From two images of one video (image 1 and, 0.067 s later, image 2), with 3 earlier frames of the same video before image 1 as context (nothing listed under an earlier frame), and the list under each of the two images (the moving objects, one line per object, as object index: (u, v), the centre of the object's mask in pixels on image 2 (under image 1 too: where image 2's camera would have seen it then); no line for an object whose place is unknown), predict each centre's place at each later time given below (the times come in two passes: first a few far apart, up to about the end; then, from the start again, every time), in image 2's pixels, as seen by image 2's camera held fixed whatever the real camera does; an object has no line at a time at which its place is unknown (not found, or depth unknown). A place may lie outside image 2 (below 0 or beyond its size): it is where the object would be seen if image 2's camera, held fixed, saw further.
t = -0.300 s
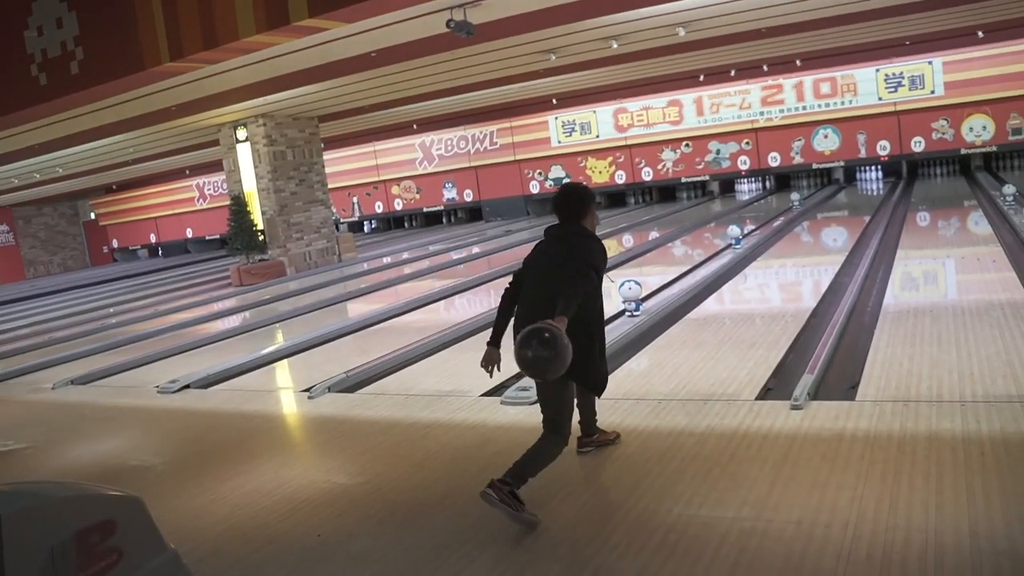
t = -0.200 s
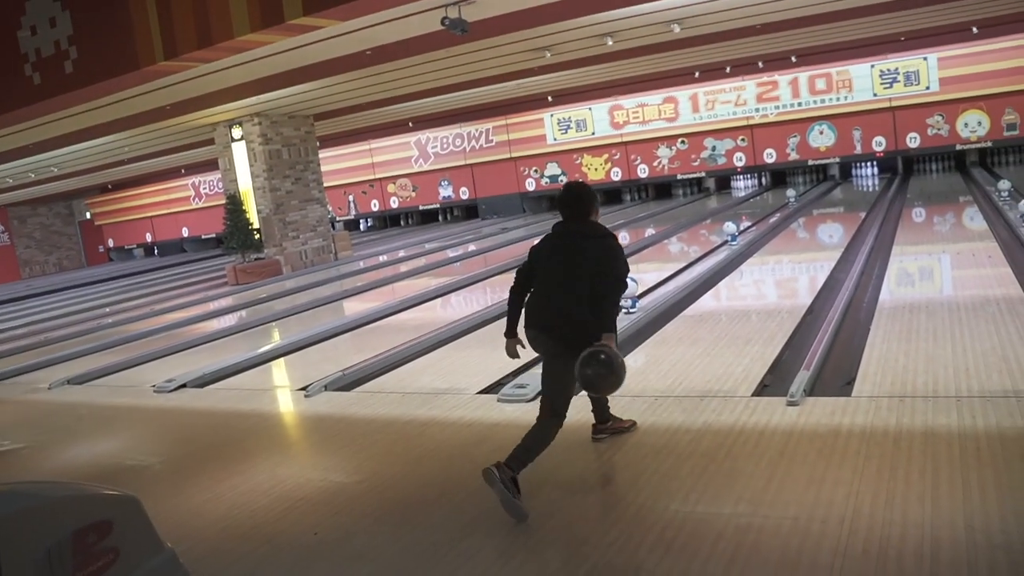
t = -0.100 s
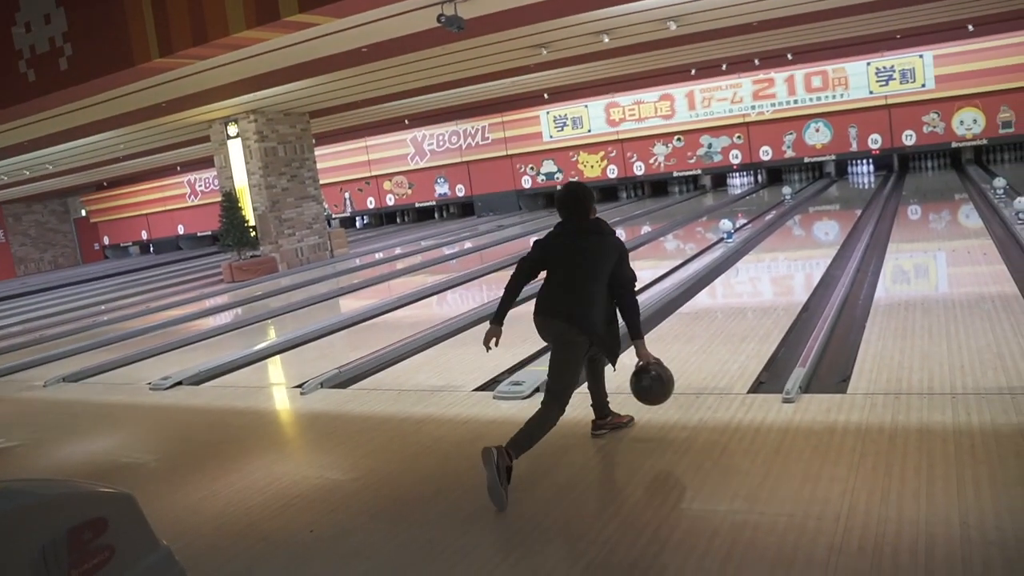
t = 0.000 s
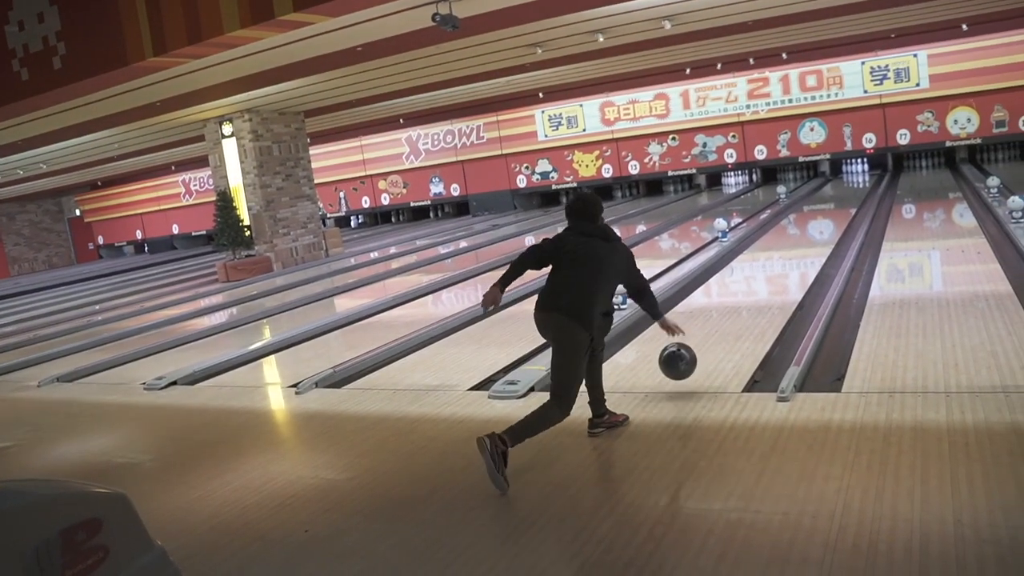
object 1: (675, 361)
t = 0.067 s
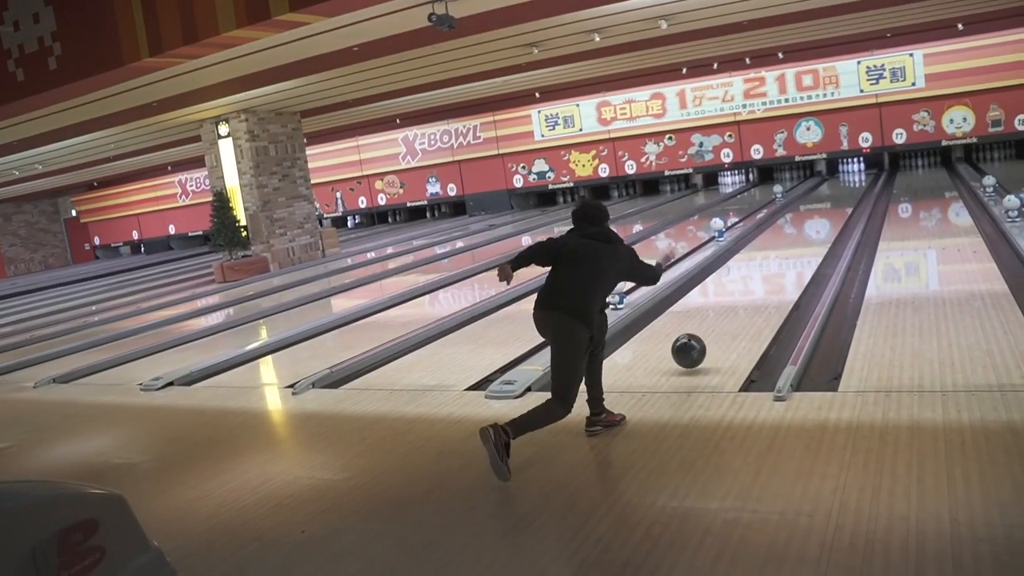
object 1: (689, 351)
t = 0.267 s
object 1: (717, 309)
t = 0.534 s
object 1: (742, 271)
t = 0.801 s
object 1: (760, 246)
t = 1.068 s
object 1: (771, 230)
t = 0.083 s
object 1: (692, 350)
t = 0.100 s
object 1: (695, 346)
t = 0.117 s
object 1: (697, 341)
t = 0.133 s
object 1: (700, 337)
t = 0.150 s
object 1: (702, 333)
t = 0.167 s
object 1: (704, 330)
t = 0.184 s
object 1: (707, 326)
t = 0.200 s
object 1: (709, 323)
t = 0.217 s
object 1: (711, 319)
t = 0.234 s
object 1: (713, 316)
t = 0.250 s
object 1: (715, 312)
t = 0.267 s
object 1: (717, 309)
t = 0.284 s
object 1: (719, 306)
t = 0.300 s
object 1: (721, 303)
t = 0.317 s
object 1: (723, 300)
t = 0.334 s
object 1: (724, 298)
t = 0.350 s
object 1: (726, 295)
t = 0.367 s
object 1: (727, 293)
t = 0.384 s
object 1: (729, 290)
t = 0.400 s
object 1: (730, 288)
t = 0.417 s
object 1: (732, 285)
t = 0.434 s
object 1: (734, 283)
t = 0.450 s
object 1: (735, 281)
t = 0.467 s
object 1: (737, 279)
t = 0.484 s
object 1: (738, 277)
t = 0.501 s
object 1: (739, 275)
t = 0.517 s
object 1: (740, 273)
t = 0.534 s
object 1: (742, 271)
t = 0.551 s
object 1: (743, 269)
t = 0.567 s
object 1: (745, 267)
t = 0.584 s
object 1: (746, 265)
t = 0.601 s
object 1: (747, 264)
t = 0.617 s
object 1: (748, 262)
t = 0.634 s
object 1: (750, 261)
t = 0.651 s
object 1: (751, 259)
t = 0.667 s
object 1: (752, 258)
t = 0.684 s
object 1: (753, 256)
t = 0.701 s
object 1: (754, 255)
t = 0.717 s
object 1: (755, 253)
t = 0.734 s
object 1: (756, 252)
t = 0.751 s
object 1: (757, 250)
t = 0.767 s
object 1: (758, 249)
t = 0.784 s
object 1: (759, 248)
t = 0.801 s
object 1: (760, 246)
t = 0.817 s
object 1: (761, 245)
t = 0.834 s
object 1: (762, 244)
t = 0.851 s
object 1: (763, 242)
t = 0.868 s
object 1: (764, 241)
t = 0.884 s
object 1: (765, 240)
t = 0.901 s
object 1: (765, 239)
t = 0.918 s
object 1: (766, 238)
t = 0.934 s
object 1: (767, 237)
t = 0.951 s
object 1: (768, 236)
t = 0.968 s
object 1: (768, 235)
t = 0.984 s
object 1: (769, 234)
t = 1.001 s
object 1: (770, 234)
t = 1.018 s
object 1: (770, 233)
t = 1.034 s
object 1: (770, 232)
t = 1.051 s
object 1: (771, 231)
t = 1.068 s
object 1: (771, 230)
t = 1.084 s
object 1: (772, 230)
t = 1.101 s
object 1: (773, 229)
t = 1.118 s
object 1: (773, 228)
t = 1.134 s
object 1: (773, 227)
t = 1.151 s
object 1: (774, 227)
